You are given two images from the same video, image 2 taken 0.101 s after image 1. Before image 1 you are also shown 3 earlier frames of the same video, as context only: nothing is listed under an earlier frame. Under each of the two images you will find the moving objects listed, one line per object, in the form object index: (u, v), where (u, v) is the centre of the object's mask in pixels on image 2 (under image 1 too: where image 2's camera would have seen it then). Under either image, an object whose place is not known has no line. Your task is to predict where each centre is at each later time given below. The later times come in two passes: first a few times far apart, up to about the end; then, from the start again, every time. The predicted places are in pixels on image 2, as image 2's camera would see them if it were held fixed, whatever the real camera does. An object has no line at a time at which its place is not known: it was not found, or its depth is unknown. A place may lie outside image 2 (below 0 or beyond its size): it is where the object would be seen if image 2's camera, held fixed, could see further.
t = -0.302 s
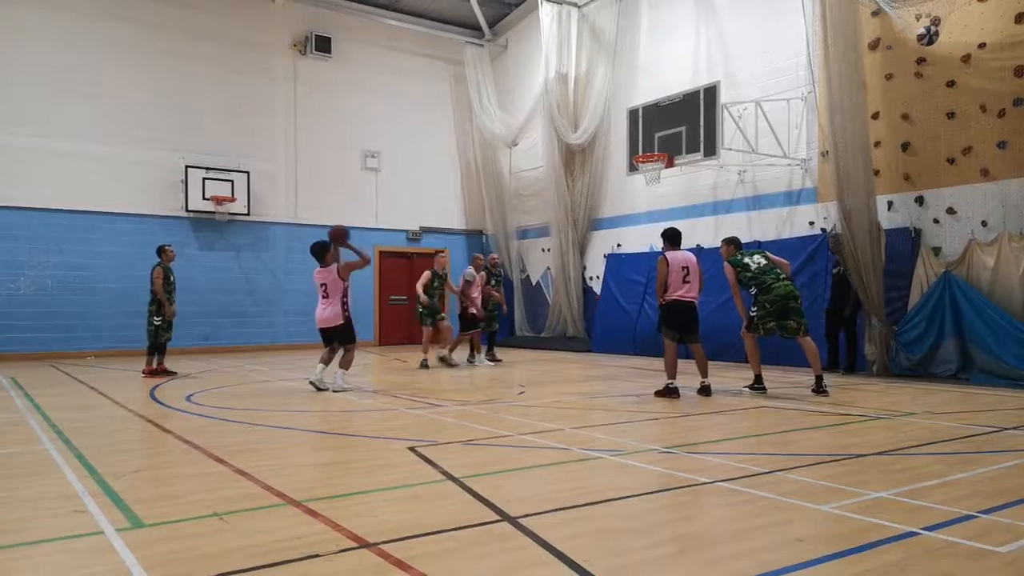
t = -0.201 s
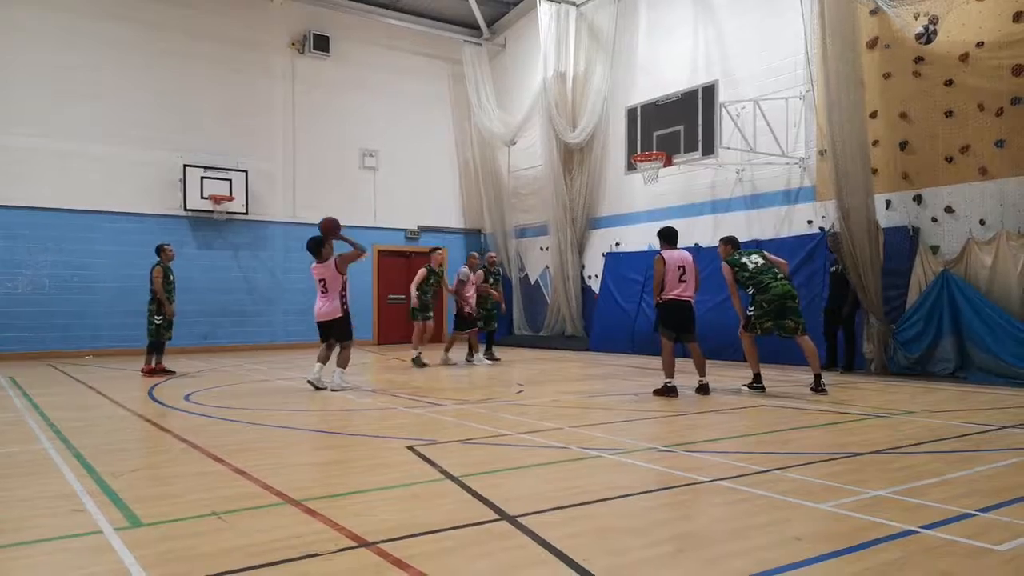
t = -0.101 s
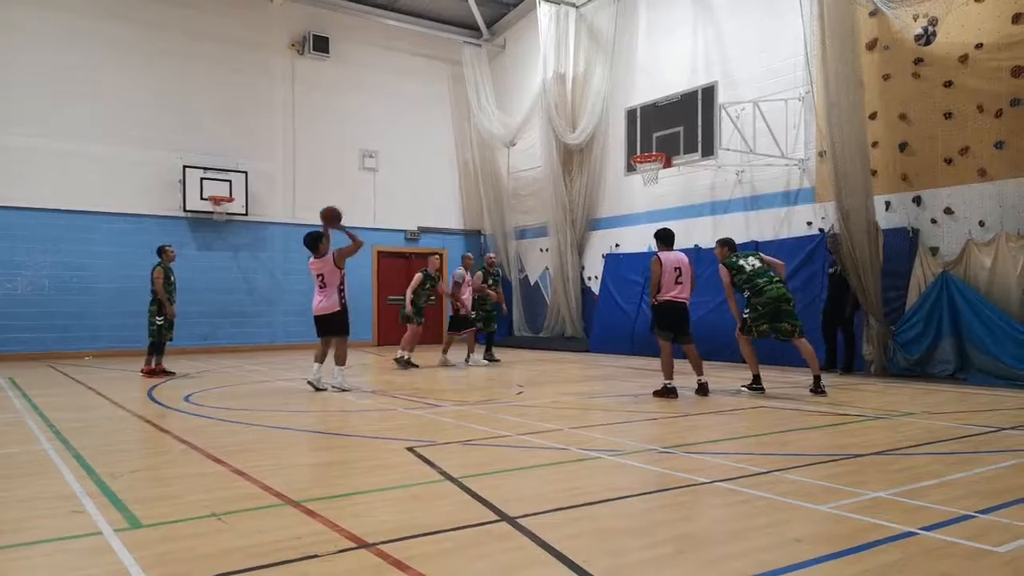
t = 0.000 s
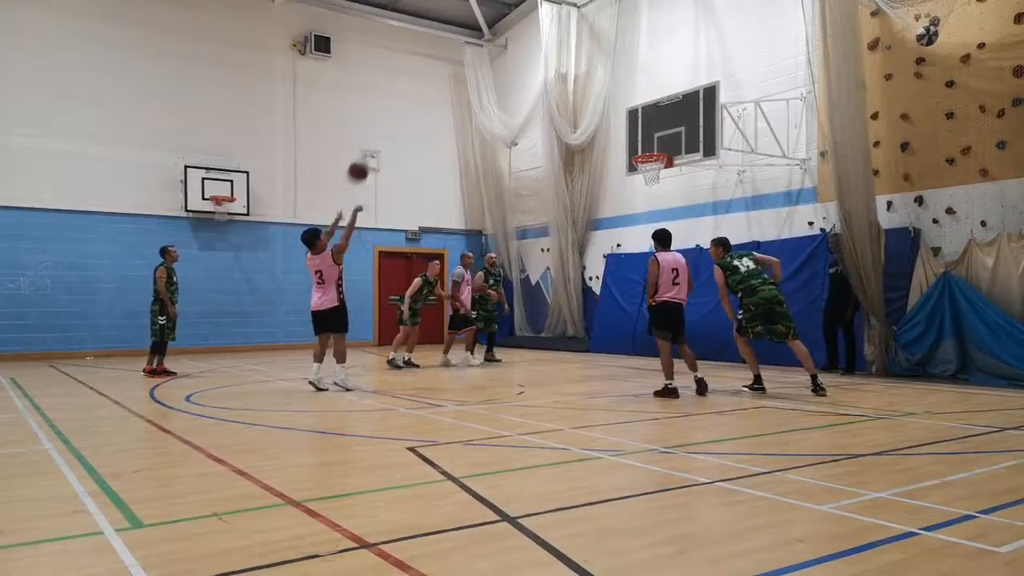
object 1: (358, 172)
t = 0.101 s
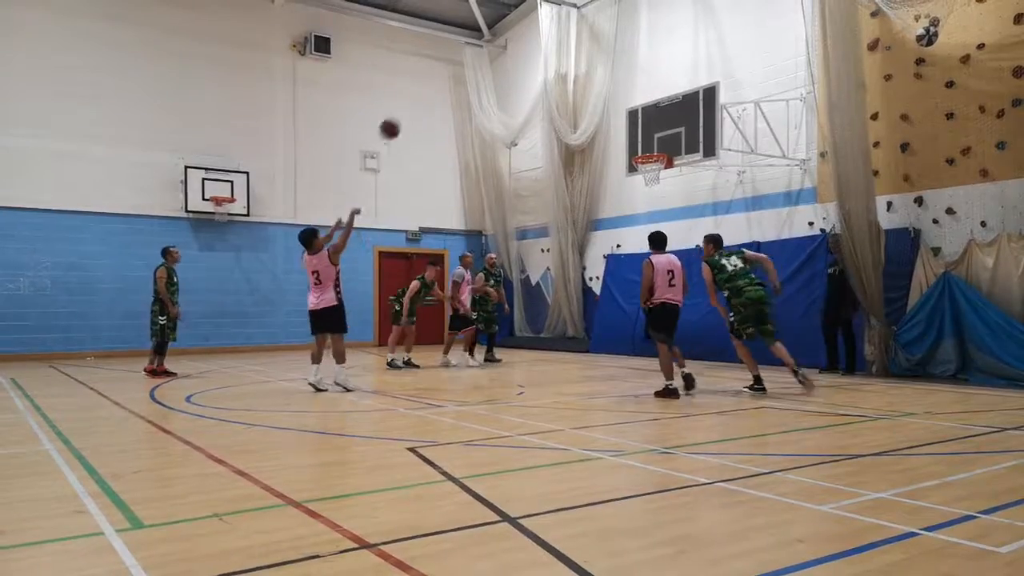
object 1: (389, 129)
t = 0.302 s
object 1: (448, 73)
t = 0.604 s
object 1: (527, 53)
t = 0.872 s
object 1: (588, 93)
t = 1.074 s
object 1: (629, 151)
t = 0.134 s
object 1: (399, 117)
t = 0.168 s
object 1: (409, 106)
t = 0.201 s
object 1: (419, 96)
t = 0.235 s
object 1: (429, 87)
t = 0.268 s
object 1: (439, 79)
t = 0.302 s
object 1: (448, 73)
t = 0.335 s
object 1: (457, 67)
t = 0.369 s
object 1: (466, 62)
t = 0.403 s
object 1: (475, 58)
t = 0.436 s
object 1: (484, 56)
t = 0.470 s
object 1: (493, 53)
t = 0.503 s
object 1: (501, 52)
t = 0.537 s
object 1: (510, 52)
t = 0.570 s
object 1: (519, 52)
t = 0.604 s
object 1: (527, 53)
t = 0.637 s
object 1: (535, 56)
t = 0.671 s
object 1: (543, 59)
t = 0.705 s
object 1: (551, 63)
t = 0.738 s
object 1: (559, 68)
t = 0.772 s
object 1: (566, 73)
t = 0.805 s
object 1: (574, 79)
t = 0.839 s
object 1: (581, 86)
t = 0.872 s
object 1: (588, 93)
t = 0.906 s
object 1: (596, 101)
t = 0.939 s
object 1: (603, 110)
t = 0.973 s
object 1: (610, 119)
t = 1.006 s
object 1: (617, 129)
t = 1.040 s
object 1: (623, 141)
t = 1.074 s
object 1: (629, 151)
